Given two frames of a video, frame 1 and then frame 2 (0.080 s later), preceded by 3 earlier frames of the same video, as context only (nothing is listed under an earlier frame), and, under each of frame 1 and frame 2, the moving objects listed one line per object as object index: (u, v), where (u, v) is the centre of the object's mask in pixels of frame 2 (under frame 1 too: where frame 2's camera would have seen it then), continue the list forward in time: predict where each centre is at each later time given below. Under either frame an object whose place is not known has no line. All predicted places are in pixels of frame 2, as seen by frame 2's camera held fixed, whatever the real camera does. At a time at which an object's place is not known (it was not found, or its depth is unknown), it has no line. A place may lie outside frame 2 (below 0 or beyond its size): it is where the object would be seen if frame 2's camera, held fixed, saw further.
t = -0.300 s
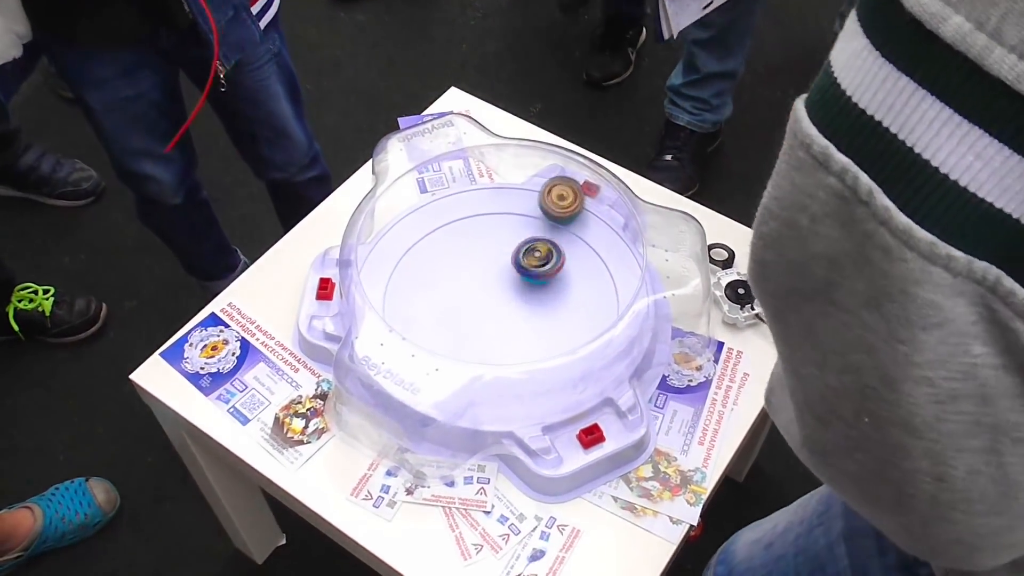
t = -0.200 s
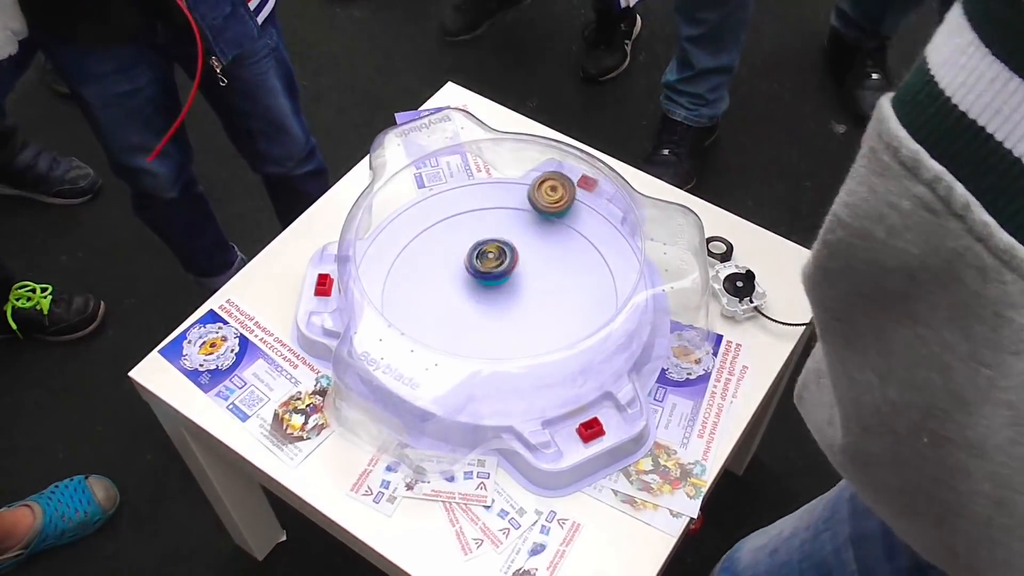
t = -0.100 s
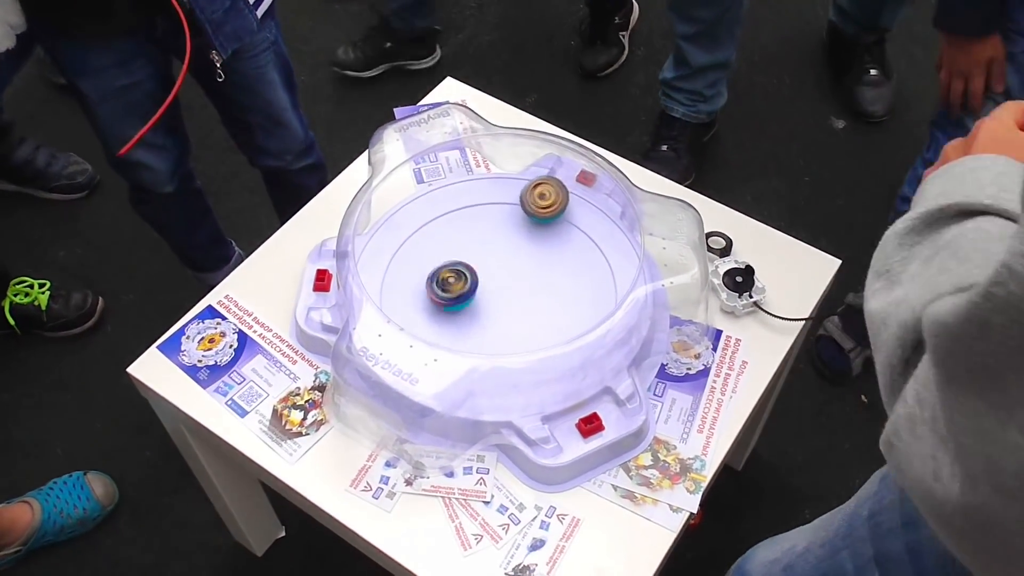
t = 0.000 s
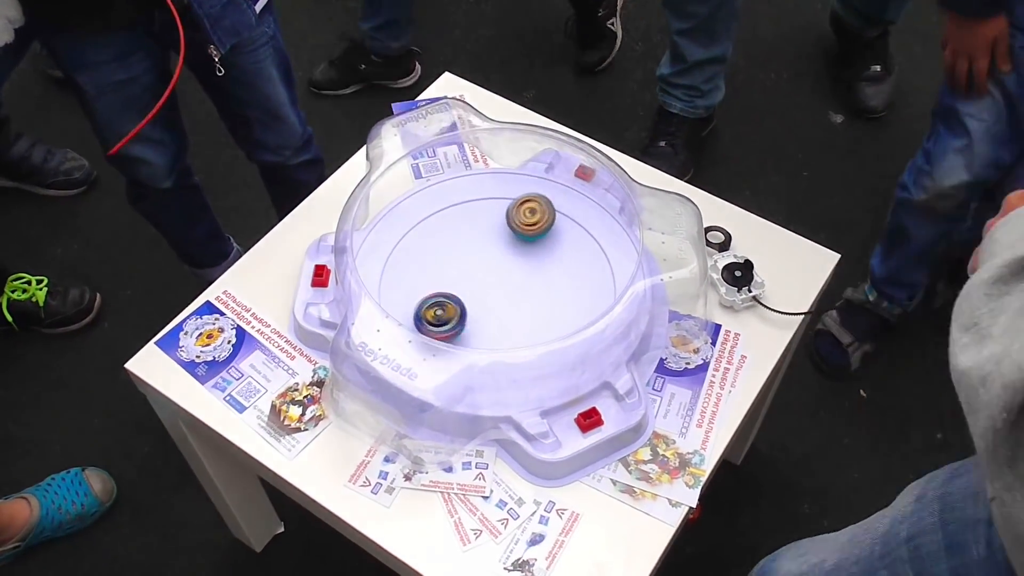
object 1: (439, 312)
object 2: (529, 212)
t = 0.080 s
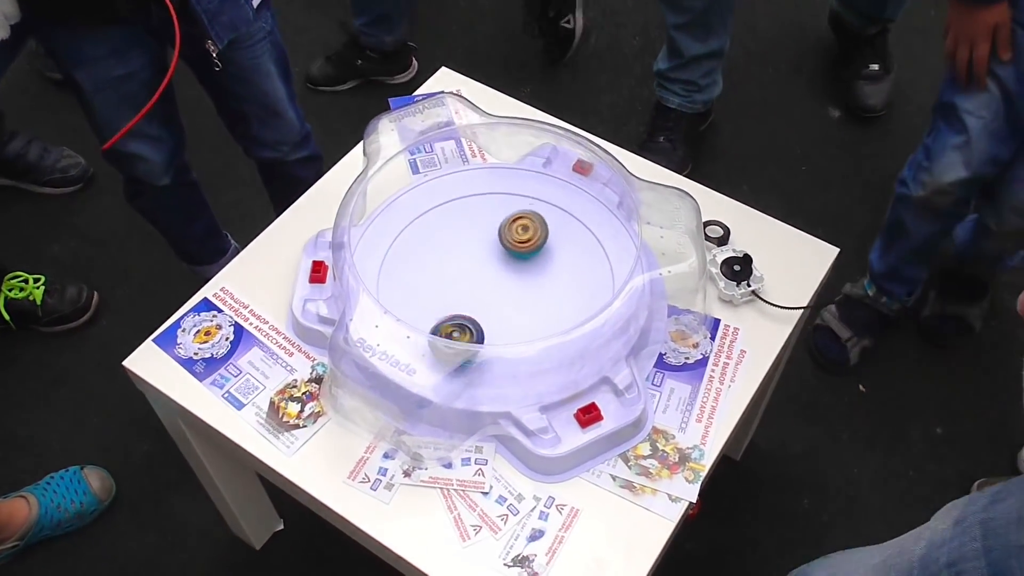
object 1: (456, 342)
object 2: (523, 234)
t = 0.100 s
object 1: (463, 346)
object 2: (524, 239)
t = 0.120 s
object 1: (472, 351)
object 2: (524, 245)
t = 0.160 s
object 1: (495, 358)
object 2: (526, 256)
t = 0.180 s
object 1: (508, 361)
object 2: (528, 262)
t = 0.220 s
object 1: (534, 355)
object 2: (533, 272)
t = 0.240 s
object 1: (546, 350)
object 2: (535, 277)
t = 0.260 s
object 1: (556, 343)
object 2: (539, 281)
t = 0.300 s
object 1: (576, 328)
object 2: (547, 288)
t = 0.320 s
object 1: (583, 319)
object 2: (550, 290)
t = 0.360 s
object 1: (590, 299)
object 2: (557, 284)
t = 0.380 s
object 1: (595, 295)
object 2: (561, 281)
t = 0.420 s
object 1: (596, 288)
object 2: (565, 268)
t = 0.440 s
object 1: (594, 286)
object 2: (566, 260)
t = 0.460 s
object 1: (591, 288)
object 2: (566, 252)
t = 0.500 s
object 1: (586, 289)
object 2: (565, 239)
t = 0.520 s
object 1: (583, 289)
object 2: (562, 233)
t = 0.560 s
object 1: (573, 288)
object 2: (554, 226)
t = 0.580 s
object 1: (568, 288)
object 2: (550, 222)
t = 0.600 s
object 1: (562, 288)
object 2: (546, 221)
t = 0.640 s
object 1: (548, 290)
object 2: (535, 222)
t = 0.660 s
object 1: (541, 293)
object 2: (530, 224)
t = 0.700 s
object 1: (526, 297)
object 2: (518, 230)
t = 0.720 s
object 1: (519, 300)
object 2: (514, 234)
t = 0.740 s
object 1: (512, 303)
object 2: (508, 241)
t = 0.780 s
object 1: (498, 310)
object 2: (501, 253)
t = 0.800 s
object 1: (492, 314)
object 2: (497, 259)
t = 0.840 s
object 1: (482, 321)
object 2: (494, 273)
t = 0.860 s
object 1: (478, 323)
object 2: (492, 280)
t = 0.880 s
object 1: (475, 326)
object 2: (493, 287)
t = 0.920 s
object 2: (495, 302)
